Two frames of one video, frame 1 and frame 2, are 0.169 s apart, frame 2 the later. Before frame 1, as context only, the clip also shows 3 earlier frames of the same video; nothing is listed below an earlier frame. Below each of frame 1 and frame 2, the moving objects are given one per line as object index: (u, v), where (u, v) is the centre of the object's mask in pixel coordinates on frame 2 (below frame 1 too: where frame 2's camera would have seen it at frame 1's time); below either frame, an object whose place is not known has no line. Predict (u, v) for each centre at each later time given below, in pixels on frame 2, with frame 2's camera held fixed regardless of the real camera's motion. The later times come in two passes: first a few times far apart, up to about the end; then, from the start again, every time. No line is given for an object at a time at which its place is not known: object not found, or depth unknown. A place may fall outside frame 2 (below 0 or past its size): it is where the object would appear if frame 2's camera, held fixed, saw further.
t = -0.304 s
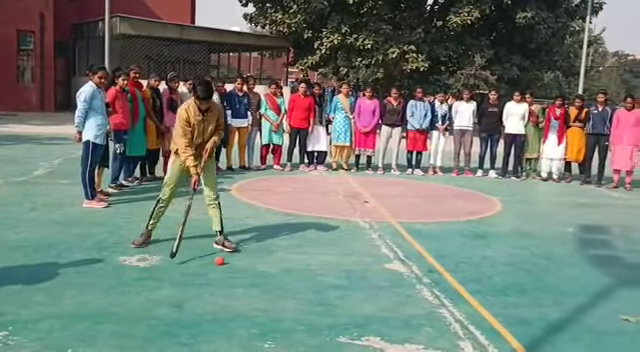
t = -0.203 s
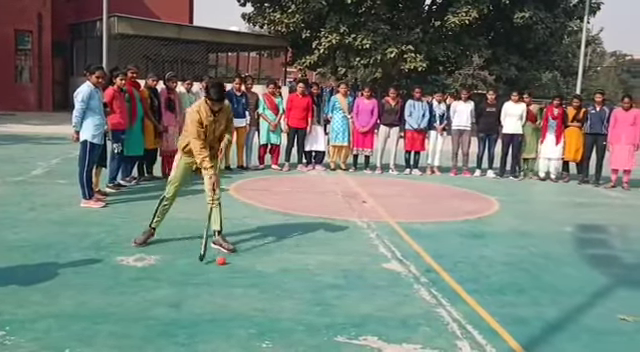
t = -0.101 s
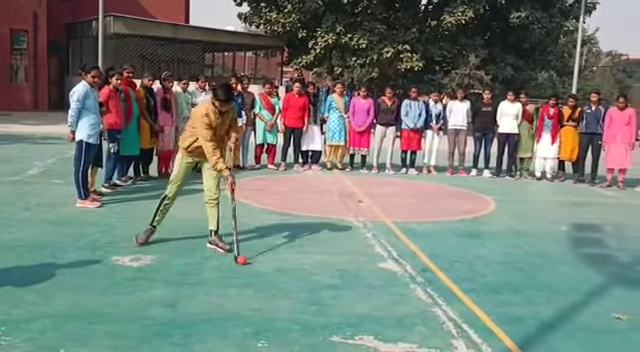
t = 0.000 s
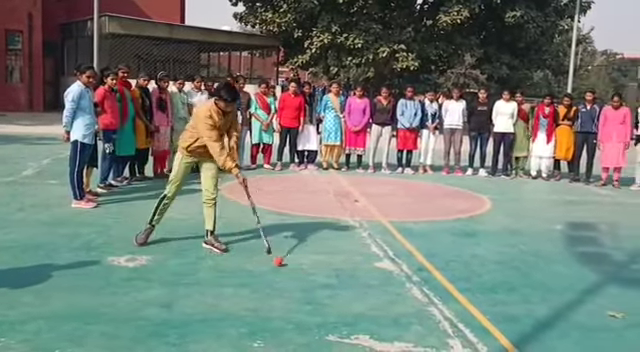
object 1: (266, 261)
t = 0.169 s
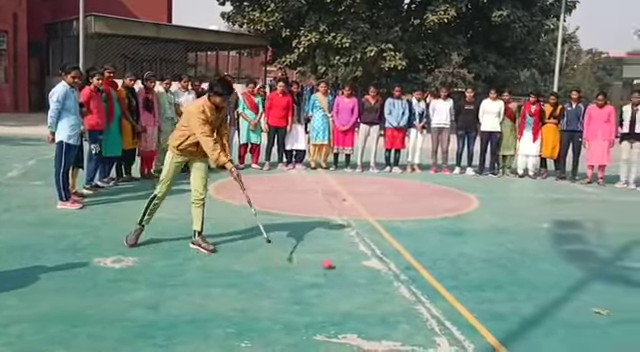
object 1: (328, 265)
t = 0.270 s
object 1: (361, 267)
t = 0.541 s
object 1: (428, 264)
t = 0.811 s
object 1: (494, 271)
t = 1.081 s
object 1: (559, 275)
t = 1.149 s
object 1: (574, 276)
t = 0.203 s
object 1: (339, 265)
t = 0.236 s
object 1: (350, 266)
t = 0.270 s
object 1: (361, 267)
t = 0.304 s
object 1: (370, 267)
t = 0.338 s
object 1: (379, 268)
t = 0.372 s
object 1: (389, 269)
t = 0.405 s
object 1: (398, 265)
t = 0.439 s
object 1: (407, 263)
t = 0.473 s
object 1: (411, 262)
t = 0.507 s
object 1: (421, 261)
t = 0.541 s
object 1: (428, 264)
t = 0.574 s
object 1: (436, 265)
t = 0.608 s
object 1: (443, 268)
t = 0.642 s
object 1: (452, 269)
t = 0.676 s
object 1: (461, 269)
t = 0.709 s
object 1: (469, 269)
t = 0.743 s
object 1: (477, 269)
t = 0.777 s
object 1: (484, 271)
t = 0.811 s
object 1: (494, 271)
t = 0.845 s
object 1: (502, 271)
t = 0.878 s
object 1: (509, 272)
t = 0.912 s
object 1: (518, 273)
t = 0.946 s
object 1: (526, 273)
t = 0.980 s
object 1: (534, 274)
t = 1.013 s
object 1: (543, 274)
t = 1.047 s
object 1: (551, 275)
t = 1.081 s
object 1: (559, 275)
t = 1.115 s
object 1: (568, 276)
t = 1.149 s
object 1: (574, 276)
